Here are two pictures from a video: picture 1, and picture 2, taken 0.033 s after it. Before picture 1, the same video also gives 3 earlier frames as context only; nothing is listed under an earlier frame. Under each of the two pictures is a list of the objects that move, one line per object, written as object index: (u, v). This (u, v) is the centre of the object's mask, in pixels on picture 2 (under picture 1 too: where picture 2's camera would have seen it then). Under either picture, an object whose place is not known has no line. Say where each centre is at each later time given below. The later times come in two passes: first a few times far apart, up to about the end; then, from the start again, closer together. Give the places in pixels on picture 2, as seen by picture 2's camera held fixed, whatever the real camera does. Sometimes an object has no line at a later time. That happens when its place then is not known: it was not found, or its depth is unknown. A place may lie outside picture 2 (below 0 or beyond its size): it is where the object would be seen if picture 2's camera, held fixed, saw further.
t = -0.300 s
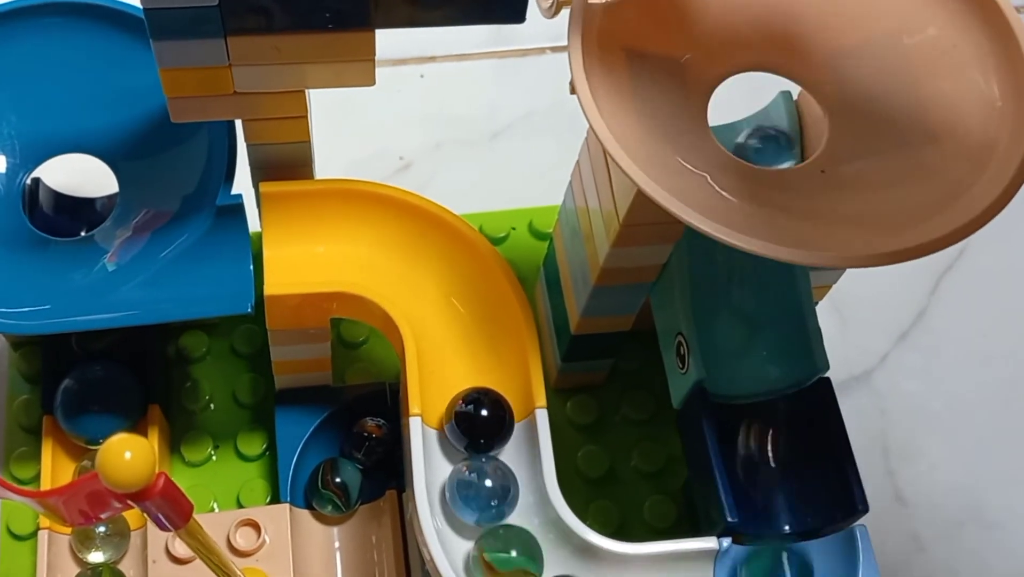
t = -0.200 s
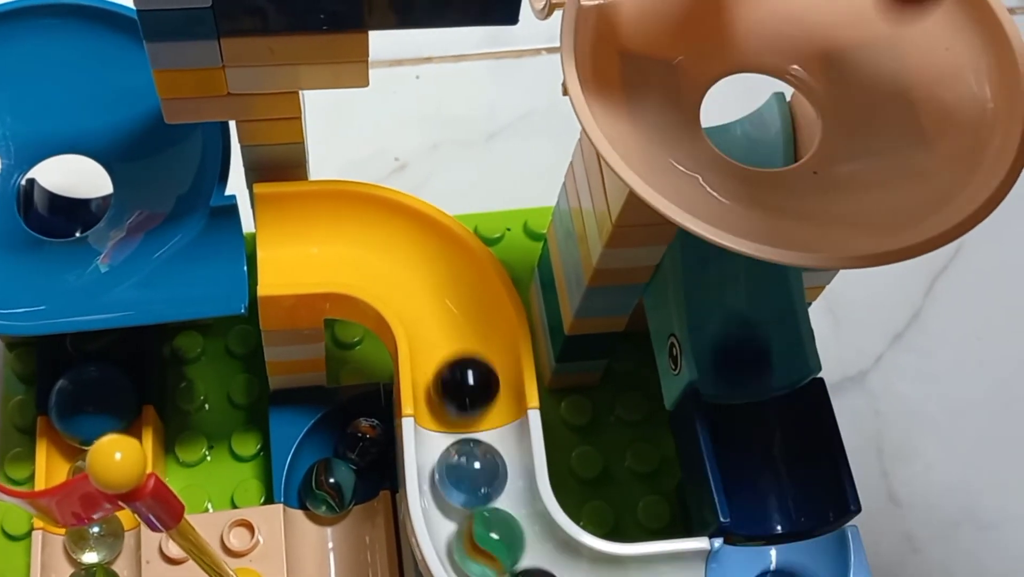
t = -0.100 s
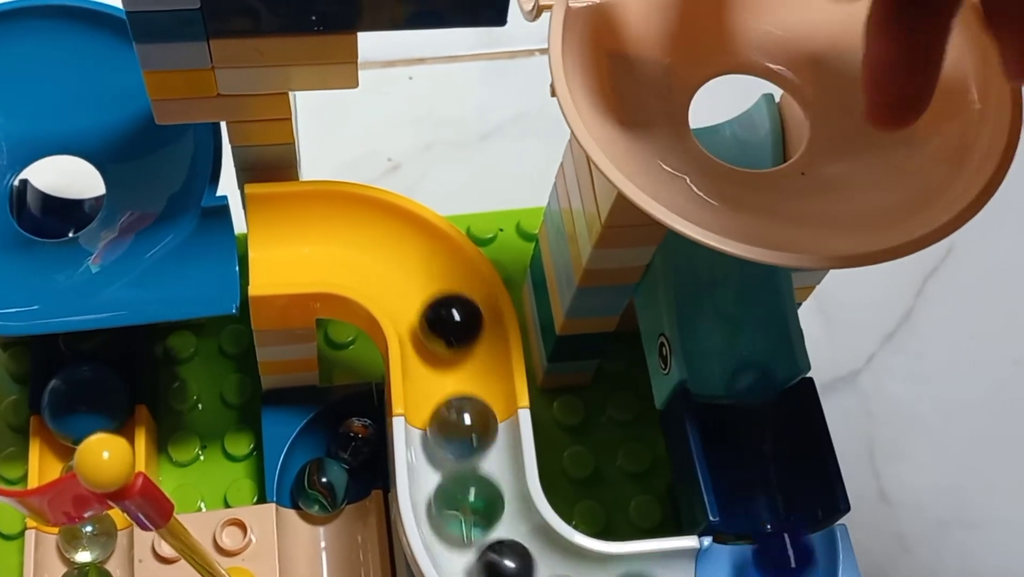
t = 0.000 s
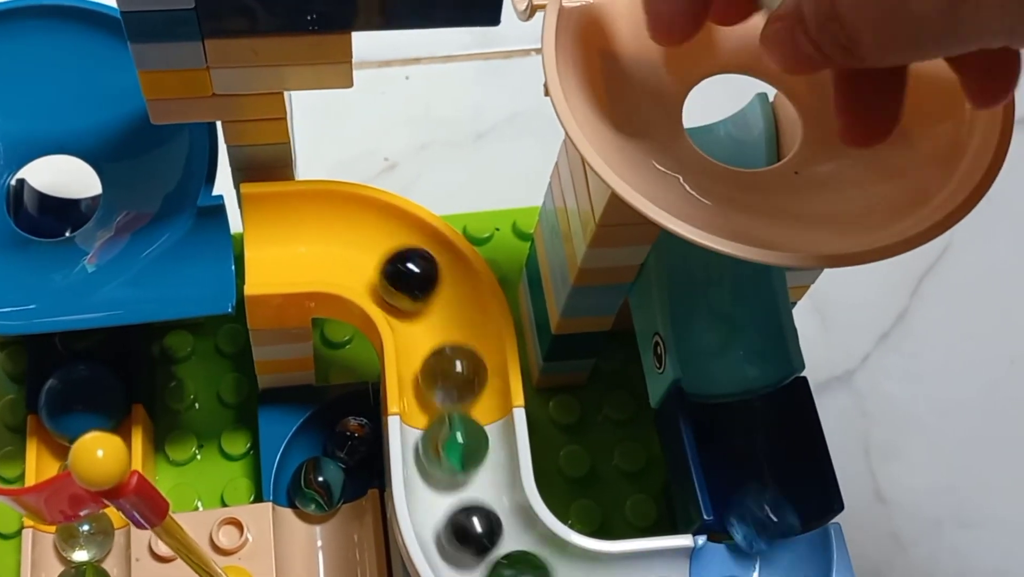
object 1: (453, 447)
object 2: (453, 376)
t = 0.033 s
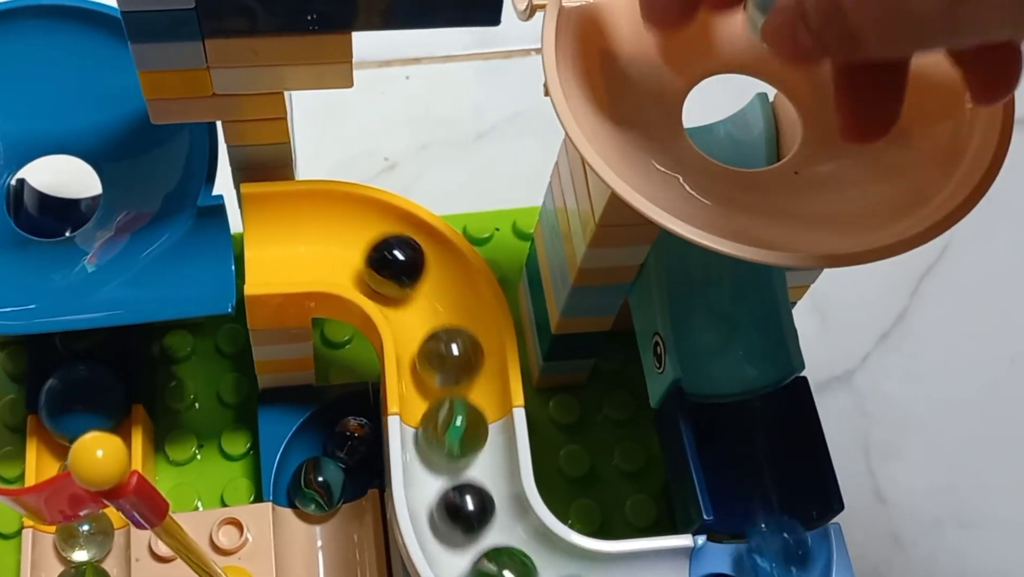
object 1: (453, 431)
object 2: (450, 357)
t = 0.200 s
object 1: (446, 346)
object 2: (418, 290)
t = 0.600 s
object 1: (359, 247)
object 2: (293, 243)
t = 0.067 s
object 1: (458, 414)
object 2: (446, 342)
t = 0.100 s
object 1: (460, 402)
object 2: (444, 327)
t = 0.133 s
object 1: (457, 384)
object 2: (441, 311)
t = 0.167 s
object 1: (450, 365)
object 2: (431, 297)
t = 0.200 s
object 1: (446, 346)
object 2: (418, 290)
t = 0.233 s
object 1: (446, 329)
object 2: (408, 280)
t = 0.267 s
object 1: (444, 313)
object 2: (399, 267)
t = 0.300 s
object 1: (433, 301)
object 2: (388, 256)
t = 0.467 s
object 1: (395, 268)
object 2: (328, 240)
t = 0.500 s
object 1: (383, 261)
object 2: (320, 243)
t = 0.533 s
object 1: (376, 255)
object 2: (310, 245)
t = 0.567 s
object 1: (368, 249)
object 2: (303, 245)
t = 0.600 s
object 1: (359, 247)
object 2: (293, 243)
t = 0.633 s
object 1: (349, 247)
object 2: (283, 244)
